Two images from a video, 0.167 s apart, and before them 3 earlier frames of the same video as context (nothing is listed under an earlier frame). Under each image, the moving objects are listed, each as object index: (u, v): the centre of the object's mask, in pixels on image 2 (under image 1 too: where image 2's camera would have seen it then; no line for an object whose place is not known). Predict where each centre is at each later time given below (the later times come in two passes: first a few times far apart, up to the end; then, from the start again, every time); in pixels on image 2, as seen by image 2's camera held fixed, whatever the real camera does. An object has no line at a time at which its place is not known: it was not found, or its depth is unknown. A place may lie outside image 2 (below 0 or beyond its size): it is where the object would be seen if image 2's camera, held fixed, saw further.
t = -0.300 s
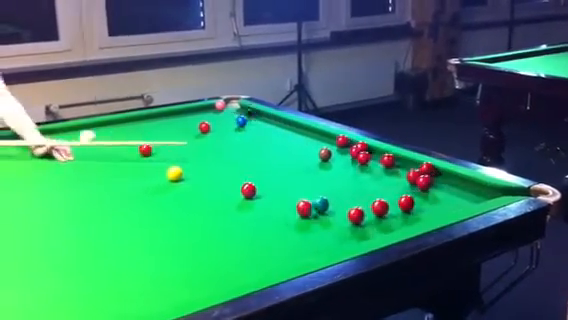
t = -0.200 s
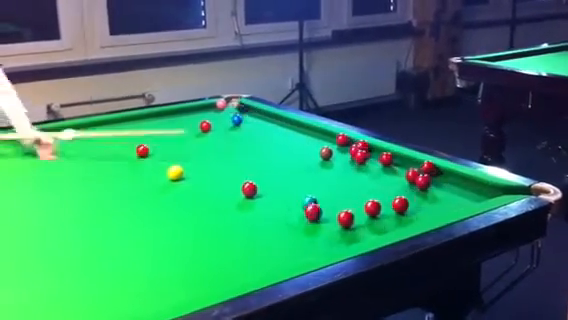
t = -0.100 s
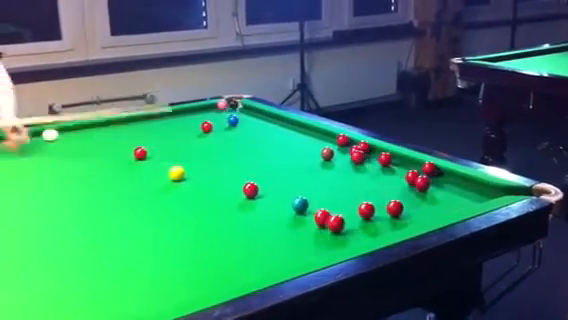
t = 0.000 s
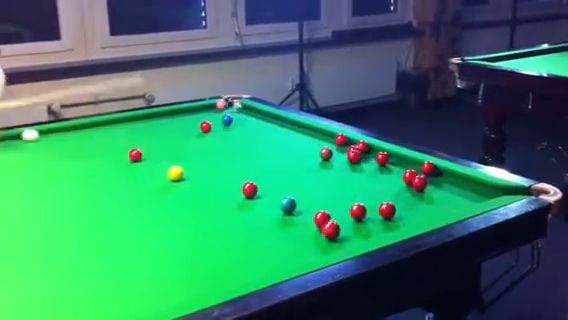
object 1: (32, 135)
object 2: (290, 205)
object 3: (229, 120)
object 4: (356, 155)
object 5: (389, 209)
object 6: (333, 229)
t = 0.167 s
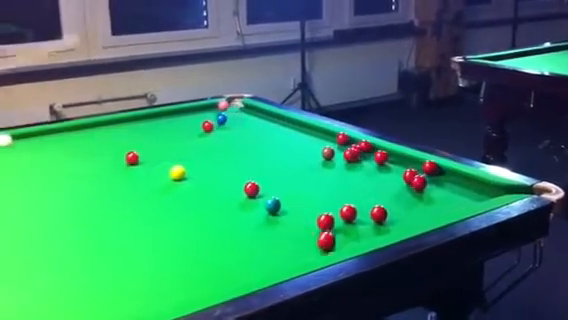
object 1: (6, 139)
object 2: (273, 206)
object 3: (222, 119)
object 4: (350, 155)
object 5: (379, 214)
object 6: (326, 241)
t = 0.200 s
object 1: (3, 141)
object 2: (270, 206)
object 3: (220, 118)
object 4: (350, 155)
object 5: (376, 214)
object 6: (325, 243)
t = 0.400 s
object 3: (212, 117)
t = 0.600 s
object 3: (203, 117)
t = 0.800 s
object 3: (197, 117)
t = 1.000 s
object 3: (191, 117)
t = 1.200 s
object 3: (185, 116)
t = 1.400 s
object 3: (181, 116)
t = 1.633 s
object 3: (176, 115)
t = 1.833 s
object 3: (174, 115)
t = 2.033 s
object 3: (171, 115)
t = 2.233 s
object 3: (171, 115)
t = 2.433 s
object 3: (169, 114)
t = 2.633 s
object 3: (169, 114)
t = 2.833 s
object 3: (169, 114)
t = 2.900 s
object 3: (169, 114)
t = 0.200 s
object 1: (3, 141)
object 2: (270, 206)
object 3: (220, 118)
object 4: (350, 155)
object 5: (376, 214)
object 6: (325, 243)
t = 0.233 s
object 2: (266, 206)
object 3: (218, 118)
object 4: (349, 155)
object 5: (374, 215)
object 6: (323, 245)
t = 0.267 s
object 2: (263, 206)
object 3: (217, 118)
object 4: (348, 155)
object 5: (372, 216)
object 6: (321, 247)
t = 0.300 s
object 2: (259, 206)
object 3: (215, 118)
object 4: (347, 155)
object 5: (370, 217)
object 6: (319, 249)
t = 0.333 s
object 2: (256, 206)
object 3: (214, 117)
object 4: (346, 155)
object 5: (368, 218)
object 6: (317, 250)
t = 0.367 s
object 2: (253, 206)
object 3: (213, 117)
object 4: (345, 155)
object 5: (366, 219)
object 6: (313, 251)
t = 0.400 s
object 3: (212, 117)
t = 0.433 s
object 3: (210, 117)
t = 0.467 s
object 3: (209, 116)
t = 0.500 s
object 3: (207, 116)
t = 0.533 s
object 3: (206, 116)
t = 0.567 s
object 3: (206, 117)
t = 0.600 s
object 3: (203, 117)
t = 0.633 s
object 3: (203, 117)
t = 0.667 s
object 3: (201, 117)
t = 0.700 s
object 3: (200, 117)
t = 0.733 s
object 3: (199, 117)
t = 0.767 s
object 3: (198, 117)
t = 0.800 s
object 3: (197, 117)
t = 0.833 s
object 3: (196, 117)
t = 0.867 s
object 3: (195, 117)
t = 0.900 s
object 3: (194, 117)
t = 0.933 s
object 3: (193, 117)
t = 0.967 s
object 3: (192, 117)
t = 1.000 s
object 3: (191, 117)
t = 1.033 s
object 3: (190, 117)
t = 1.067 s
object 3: (189, 117)
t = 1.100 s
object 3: (188, 117)
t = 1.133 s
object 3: (187, 117)
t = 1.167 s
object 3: (186, 117)
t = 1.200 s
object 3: (185, 116)
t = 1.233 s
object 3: (184, 116)
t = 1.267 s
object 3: (184, 116)
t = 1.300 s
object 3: (183, 116)
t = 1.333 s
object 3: (182, 116)
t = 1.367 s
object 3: (182, 116)
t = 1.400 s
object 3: (181, 116)
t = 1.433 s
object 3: (180, 116)
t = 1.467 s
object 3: (179, 116)
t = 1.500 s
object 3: (179, 116)
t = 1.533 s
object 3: (179, 115)
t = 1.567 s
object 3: (178, 115)
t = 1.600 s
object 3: (177, 115)
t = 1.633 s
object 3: (176, 115)
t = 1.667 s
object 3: (176, 115)
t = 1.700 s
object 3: (175, 115)
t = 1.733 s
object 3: (175, 115)
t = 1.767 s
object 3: (175, 115)
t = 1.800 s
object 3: (174, 115)
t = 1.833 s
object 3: (174, 115)
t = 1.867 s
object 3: (173, 115)
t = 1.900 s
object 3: (173, 115)
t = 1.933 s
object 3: (172, 115)
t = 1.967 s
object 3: (172, 115)
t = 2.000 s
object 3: (172, 115)
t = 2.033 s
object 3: (171, 115)
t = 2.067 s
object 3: (171, 115)
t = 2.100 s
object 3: (171, 115)
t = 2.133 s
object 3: (171, 115)
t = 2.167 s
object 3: (170, 115)
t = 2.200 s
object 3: (170, 115)
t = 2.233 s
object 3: (171, 115)
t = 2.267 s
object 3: (170, 115)
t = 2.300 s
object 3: (170, 115)
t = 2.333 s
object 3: (170, 115)
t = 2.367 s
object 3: (169, 115)
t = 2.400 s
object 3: (169, 115)
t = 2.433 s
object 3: (169, 114)
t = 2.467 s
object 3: (169, 115)
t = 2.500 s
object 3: (169, 114)
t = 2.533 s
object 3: (169, 114)
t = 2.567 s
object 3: (169, 114)
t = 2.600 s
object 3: (169, 114)
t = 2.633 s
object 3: (169, 114)
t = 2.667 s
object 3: (168, 114)
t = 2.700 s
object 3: (169, 114)
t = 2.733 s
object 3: (169, 114)
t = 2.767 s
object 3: (169, 114)
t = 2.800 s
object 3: (169, 115)
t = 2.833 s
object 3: (169, 114)
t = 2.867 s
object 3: (169, 115)
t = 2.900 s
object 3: (169, 114)
